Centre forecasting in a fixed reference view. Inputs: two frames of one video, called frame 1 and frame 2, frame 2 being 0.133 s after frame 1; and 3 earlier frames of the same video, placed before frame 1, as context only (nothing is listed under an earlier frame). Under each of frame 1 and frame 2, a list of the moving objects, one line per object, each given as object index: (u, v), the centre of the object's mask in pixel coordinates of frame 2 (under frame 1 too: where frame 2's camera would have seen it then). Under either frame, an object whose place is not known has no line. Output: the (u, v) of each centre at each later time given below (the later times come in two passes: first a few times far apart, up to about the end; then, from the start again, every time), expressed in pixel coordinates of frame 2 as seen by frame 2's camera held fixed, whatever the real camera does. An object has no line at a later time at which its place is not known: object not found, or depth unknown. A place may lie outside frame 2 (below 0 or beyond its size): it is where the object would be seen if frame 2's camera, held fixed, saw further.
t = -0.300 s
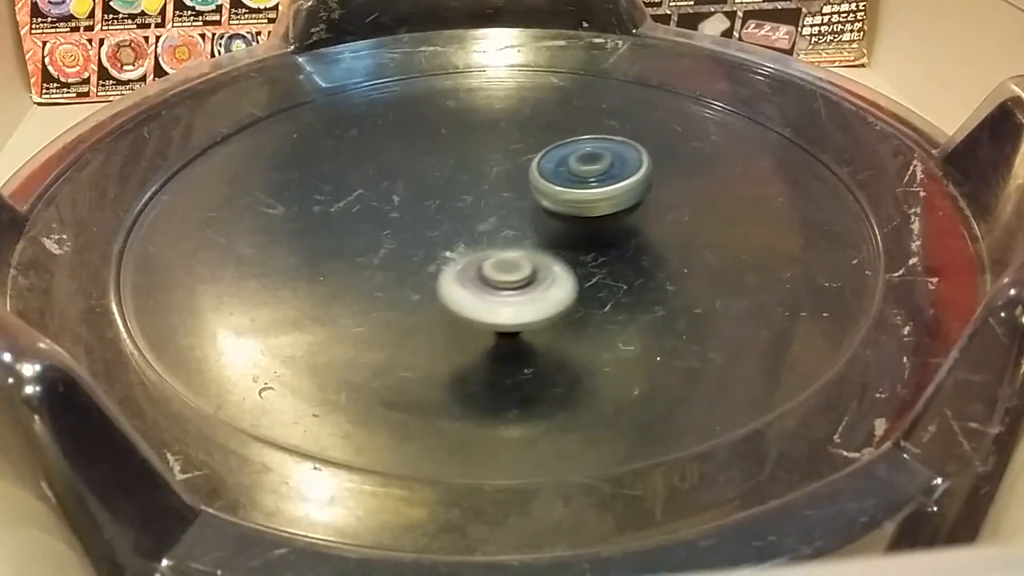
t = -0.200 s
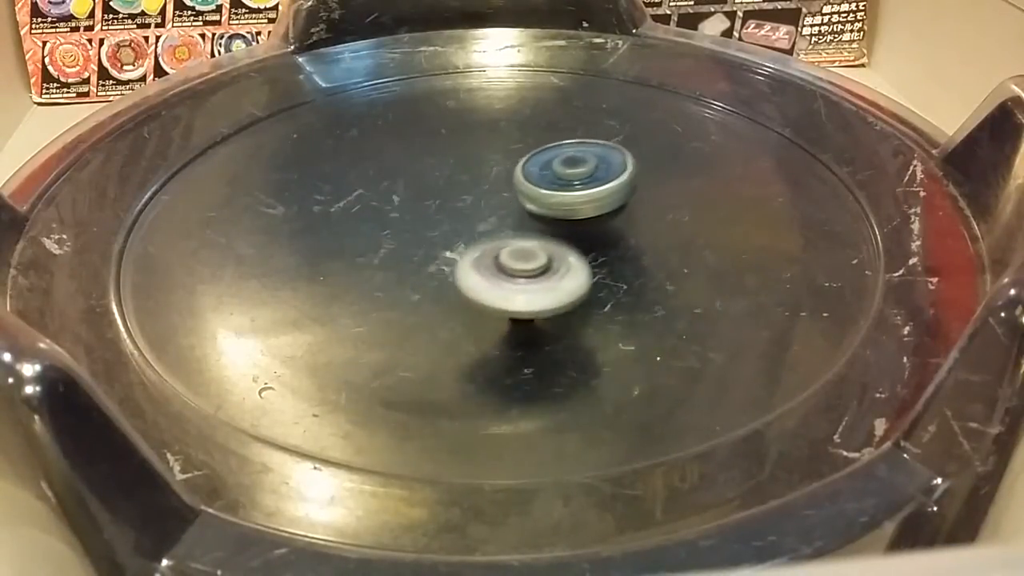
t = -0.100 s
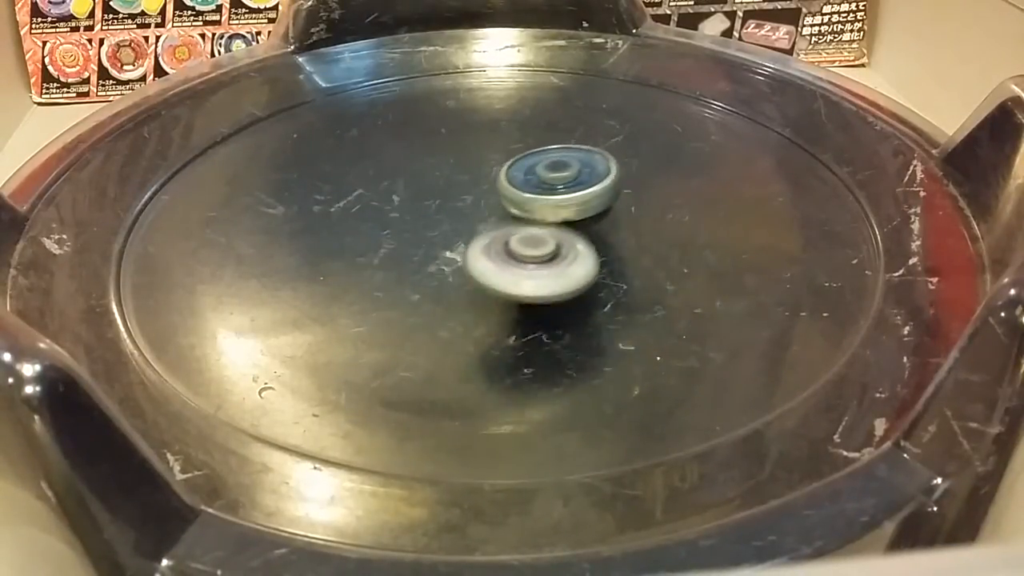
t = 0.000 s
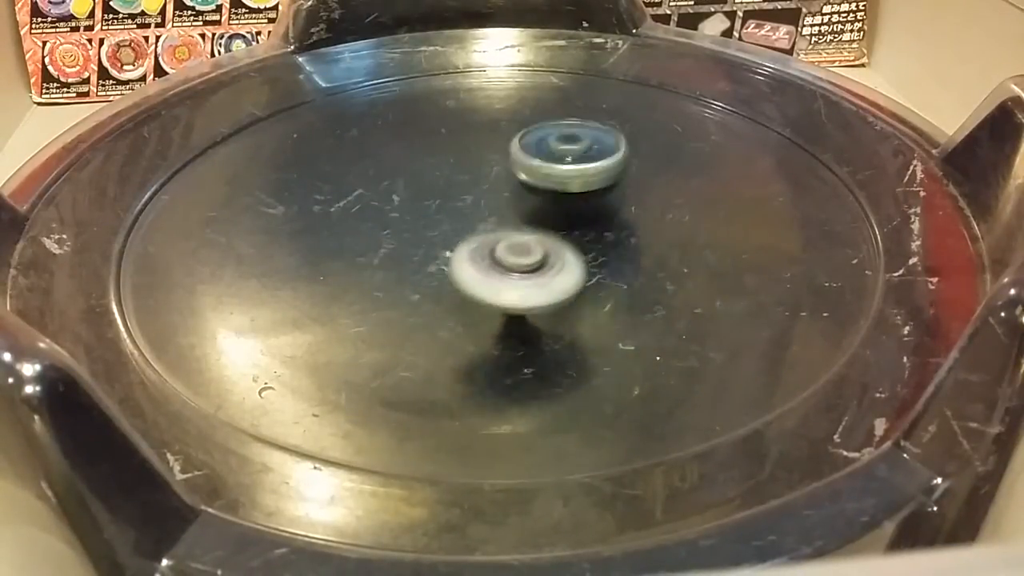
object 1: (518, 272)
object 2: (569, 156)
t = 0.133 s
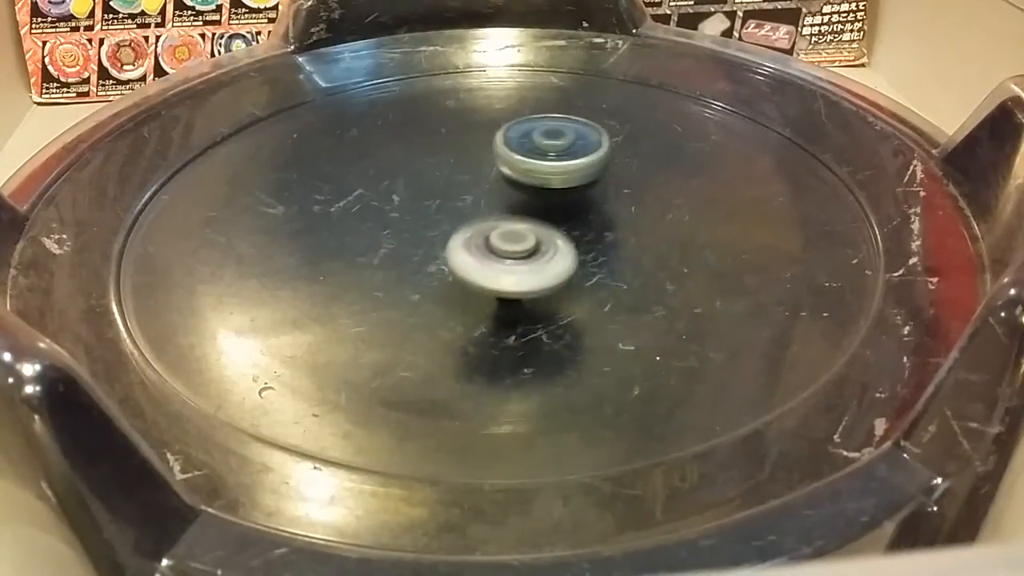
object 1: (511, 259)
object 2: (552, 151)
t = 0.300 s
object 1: (519, 234)
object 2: (520, 151)
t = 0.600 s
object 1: (525, 291)
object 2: (466, 92)
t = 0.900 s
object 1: (581, 256)
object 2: (380, 113)
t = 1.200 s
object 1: (582, 222)
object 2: (400, 152)
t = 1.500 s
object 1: (589, 204)
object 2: (399, 178)
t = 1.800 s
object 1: (576, 193)
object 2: (431, 228)
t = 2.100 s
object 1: (534, 185)
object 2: (503, 256)
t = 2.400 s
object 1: (478, 190)
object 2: (508, 259)
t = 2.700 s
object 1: (427, 175)
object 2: (522, 277)
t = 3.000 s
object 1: (400, 191)
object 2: (530, 264)
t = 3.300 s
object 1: (410, 210)
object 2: (518, 245)
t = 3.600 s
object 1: (420, 229)
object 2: (561, 260)
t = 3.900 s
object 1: (401, 216)
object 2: (704, 259)
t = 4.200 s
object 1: (455, 255)
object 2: (690, 239)
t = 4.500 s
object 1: (498, 271)
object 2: (659, 231)
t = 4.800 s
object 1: (475, 268)
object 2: (618, 220)
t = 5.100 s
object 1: (463, 262)
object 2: (563, 203)
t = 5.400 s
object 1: (460, 249)
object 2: (529, 181)
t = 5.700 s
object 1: (468, 237)
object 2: (536, 157)
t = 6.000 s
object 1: (488, 231)
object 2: (555, 146)
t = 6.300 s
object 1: (510, 232)
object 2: (567, 157)
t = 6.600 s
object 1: (511, 256)
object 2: (571, 172)
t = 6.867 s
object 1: (508, 265)
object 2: (557, 186)
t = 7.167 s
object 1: (487, 273)
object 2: (526, 182)
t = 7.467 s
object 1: (463, 257)
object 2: (483, 181)
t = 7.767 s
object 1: (458, 247)
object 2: (468, 164)
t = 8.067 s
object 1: (481, 240)
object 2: (473, 152)
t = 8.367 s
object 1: (516, 245)
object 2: (494, 142)
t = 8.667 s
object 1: (543, 239)
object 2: (503, 157)
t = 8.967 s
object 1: (572, 289)
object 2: (486, 137)
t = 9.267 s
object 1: (577, 282)
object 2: (462, 163)
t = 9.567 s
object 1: (549, 250)
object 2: (446, 179)
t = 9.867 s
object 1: (561, 228)
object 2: (404, 171)
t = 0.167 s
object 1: (515, 255)
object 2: (545, 151)
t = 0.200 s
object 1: (516, 250)
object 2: (539, 151)
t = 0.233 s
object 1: (518, 244)
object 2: (532, 150)
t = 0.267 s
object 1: (519, 239)
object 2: (526, 151)
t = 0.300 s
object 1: (519, 234)
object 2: (520, 151)
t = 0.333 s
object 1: (519, 230)
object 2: (514, 152)
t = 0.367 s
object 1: (518, 229)
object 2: (508, 149)
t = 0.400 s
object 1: (517, 227)
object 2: (502, 149)
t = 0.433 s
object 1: (516, 226)
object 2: (496, 148)
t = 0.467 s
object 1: (520, 244)
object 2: (489, 126)
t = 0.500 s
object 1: (525, 265)
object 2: (484, 107)
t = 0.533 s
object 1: (525, 277)
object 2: (480, 95)
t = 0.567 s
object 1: (525, 288)
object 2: (474, 92)
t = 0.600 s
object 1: (525, 291)
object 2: (466, 92)
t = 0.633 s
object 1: (528, 290)
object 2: (455, 92)
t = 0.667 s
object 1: (536, 289)
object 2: (443, 93)
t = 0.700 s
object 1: (545, 285)
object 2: (432, 94)
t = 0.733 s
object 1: (553, 281)
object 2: (420, 95)
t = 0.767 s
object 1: (561, 275)
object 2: (409, 96)
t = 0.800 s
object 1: (568, 270)
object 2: (400, 99)
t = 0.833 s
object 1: (573, 265)
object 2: (392, 102)
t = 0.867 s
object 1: (578, 261)
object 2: (385, 107)
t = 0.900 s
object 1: (581, 256)
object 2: (380, 113)
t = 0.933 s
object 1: (584, 253)
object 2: (379, 118)
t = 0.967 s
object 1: (586, 249)
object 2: (380, 122)
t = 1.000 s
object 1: (588, 243)
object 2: (381, 126)
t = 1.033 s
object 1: (589, 241)
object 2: (384, 131)
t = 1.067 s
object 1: (589, 238)
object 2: (386, 135)
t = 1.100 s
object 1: (588, 234)
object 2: (389, 139)
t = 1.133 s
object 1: (586, 230)
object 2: (393, 144)
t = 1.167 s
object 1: (584, 227)
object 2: (396, 148)
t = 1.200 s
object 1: (582, 222)
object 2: (400, 152)
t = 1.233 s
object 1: (579, 219)
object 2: (404, 157)
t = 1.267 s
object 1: (576, 217)
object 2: (409, 161)
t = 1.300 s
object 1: (572, 215)
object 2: (413, 165)
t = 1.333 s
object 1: (568, 213)
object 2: (417, 170)
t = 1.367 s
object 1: (565, 211)
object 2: (422, 174)
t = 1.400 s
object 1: (560, 209)
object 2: (426, 178)
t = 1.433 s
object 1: (557, 207)
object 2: (431, 182)
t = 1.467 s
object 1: (570, 205)
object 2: (414, 180)
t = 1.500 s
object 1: (589, 204)
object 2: (399, 178)
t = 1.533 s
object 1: (601, 205)
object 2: (394, 177)
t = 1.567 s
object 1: (604, 204)
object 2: (394, 179)
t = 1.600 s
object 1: (603, 203)
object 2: (400, 184)
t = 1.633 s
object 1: (599, 201)
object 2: (405, 191)
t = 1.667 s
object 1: (594, 199)
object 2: (408, 199)
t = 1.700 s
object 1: (590, 197)
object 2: (411, 207)
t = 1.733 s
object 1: (585, 196)
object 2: (416, 214)
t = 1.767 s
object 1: (581, 194)
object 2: (423, 221)
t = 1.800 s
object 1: (576, 193)
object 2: (431, 228)
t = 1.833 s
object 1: (572, 192)
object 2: (438, 235)
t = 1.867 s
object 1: (568, 192)
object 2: (447, 239)
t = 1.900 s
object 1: (563, 192)
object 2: (457, 243)
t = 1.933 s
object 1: (558, 191)
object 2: (469, 247)
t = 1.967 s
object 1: (555, 191)
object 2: (479, 250)
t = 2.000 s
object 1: (550, 190)
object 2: (490, 253)
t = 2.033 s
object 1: (545, 188)
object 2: (500, 253)
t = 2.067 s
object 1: (539, 187)
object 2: (504, 252)
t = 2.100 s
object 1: (534, 185)
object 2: (503, 256)
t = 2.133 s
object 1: (530, 183)
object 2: (503, 257)
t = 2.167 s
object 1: (524, 183)
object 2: (504, 258)
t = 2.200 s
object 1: (517, 183)
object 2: (505, 258)
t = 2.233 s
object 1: (511, 183)
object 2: (507, 259)
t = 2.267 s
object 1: (504, 184)
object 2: (508, 259)
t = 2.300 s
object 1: (497, 186)
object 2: (508, 259)
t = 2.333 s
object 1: (490, 187)
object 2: (508, 260)
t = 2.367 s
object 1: (484, 188)
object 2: (509, 259)
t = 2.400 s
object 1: (478, 190)
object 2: (508, 259)
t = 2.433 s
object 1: (472, 190)
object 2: (508, 259)
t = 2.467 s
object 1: (467, 192)
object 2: (508, 258)
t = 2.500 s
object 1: (462, 194)
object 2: (507, 257)
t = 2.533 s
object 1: (458, 196)
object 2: (506, 257)
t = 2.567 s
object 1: (453, 197)
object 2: (505, 256)
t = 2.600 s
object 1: (447, 193)
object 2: (510, 267)
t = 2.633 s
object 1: (439, 181)
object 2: (516, 275)
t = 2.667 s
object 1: (432, 176)
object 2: (520, 277)
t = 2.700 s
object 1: (427, 175)
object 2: (522, 277)
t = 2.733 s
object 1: (422, 175)
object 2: (525, 277)
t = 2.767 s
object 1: (417, 177)
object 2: (527, 276)
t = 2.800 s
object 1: (412, 177)
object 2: (529, 275)
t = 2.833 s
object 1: (409, 180)
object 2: (530, 274)
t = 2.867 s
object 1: (406, 182)
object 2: (531, 272)
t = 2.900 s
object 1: (404, 184)
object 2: (531, 271)
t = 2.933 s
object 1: (402, 186)
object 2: (532, 268)
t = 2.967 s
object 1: (401, 189)
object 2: (531, 266)
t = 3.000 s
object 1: (400, 191)
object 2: (530, 264)
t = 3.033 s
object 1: (400, 193)
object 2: (528, 262)
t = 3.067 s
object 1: (400, 195)
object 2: (527, 260)
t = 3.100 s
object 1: (401, 197)
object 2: (526, 257)
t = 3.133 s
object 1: (402, 199)
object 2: (524, 255)
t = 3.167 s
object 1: (403, 201)
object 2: (523, 253)
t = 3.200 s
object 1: (404, 202)
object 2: (522, 251)
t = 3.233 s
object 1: (407, 205)
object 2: (520, 249)
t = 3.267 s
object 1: (409, 207)
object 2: (519, 247)
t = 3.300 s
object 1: (410, 210)
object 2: (518, 245)
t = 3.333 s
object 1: (392, 201)
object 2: (553, 255)
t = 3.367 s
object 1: (385, 200)
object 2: (559, 264)
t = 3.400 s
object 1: (385, 202)
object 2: (558, 270)
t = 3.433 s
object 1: (388, 206)
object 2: (554, 271)
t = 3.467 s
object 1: (394, 212)
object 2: (551, 269)
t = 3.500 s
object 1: (400, 217)
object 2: (552, 267)
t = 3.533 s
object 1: (406, 220)
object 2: (555, 264)
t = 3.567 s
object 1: (412, 225)
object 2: (557, 262)
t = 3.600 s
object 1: (420, 229)
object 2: (561, 260)
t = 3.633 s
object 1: (428, 233)
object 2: (565, 257)
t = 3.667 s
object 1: (437, 237)
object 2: (568, 255)
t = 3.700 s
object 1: (440, 239)
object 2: (577, 251)
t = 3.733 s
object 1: (424, 231)
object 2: (619, 255)
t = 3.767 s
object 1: (408, 218)
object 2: (663, 265)
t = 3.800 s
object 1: (398, 216)
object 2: (686, 267)
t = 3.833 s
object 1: (394, 212)
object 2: (698, 266)
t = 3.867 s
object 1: (396, 213)
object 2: (702, 263)
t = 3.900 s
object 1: (401, 216)
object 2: (704, 259)
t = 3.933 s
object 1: (406, 220)
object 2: (705, 256)
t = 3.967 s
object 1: (412, 226)
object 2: (704, 253)
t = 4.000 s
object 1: (418, 231)
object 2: (703, 250)
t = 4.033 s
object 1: (423, 237)
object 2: (703, 248)
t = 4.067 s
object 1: (429, 241)
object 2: (702, 246)
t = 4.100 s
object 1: (434, 245)
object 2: (699, 244)
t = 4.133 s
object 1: (441, 248)
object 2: (697, 242)
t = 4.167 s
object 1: (448, 252)
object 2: (694, 241)
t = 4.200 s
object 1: (455, 255)
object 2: (690, 239)
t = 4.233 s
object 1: (462, 258)
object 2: (686, 238)
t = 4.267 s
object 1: (469, 261)
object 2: (683, 237)
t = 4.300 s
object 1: (476, 263)
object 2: (679, 236)
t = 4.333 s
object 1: (484, 266)
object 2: (674, 236)
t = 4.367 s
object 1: (490, 267)
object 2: (669, 235)
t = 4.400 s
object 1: (497, 269)
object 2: (663, 235)
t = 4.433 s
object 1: (504, 269)
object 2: (657, 235)
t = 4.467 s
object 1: (510, 270)
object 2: (650, 235)
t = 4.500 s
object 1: (498, 271)
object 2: (659, 231)
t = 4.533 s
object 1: (481, 271)
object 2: (668, 228)
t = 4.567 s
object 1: (473, 269)
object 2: (667, 227)
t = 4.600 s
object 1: (472, 268)
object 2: (661, 226)
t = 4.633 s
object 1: (473, 267)
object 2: (654, 224)
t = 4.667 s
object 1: (474, 267)
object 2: (647, 224)
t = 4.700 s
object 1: (475, 268)
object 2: (640, 222)
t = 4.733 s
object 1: (475, 268)
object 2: (633, 222)
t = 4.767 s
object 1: (475, 268)
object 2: (626, 221)
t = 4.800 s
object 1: (475, 268)
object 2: (618, 220)
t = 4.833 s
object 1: (475, 268)
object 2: (611, 219)
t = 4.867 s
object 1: (475, 268)
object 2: (603, 218)
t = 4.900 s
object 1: (474, 268)
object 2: (596, 216)
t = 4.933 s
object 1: (474, 267)
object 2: (589, 215)
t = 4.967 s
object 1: (474, 266)
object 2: (582, 214)
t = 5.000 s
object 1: (470, 267)
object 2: (578, 210)
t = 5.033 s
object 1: (465, 266)
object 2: (575, 208)
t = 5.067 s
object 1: (463, 264)
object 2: (569, 205)
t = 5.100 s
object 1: (463, 262)
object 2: (563, 203)
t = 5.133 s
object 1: (463, 260)
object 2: (557, 201)
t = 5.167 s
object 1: (462, 258)
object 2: (551, 199)
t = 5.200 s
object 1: (461, 256)
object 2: (549, 195)
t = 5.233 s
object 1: (458, 255)
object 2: (548, 193)
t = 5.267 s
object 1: (454, 257)
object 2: (549, 190)
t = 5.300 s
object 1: (454, 256)
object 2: (544, 188)
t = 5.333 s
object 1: (456, 254)
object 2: (540, 186)
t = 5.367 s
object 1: (458, 252)
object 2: (536, 184)
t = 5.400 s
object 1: (460, 249)
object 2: (529, 181)
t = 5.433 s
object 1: (458, 249)
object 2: (528, 176)
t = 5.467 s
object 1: (457, 248)
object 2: (529, 174)
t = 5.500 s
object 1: (458, 246)
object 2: (529, 173)
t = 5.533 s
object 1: (461, 242)
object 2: (528, 169)
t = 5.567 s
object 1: (464, 241)
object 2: (528, 169)
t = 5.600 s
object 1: (467, 238)
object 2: (528, 167)
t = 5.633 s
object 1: (470, 237)
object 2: (529, 164)
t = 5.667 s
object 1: (470, 236)
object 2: (532, 161)
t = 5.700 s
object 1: (468, 237)
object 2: (536, 157)
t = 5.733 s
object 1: (468, 236)
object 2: (538, 155)
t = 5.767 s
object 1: (471, 235)
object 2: (539, 153)
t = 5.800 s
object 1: (474, 232)
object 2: (540, 153)
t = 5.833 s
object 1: (478, 231)
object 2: (541, 152)
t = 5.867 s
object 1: (481, 229)
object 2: (542, 152)
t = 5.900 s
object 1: (485, 228)
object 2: (543, 152)
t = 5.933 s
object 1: (489, 226)
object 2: (544, 152)
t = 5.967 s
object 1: (490, 227)
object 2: (547, 150)
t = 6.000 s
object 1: (488, 231)
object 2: (555, 146)
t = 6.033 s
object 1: (487, 232)
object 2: (560, 145)
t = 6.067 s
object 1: (489, 233)
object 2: (561, 146)
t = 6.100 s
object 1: (492, 233)
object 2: (563, 146)
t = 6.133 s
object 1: (496, 233)
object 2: (563, 148)
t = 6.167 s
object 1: (499, 232)
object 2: (564, 150)
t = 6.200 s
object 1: (503, 232)
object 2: (565, 152)
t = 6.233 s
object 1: (506, 232)
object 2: (565, 154)
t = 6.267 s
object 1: (509, 232)
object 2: (566, 155)
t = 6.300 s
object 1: (510, 232)
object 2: (567, 157)
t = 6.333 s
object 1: (512, 233)
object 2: (569, 158)
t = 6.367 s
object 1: (511, 236)
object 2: (570, 160)
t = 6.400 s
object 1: (505, 243)
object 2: (575, 158)
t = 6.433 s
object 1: (503, 247)
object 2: (577, 158)
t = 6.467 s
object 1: (503, 249)
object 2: (577, 160)
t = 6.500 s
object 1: (505, 251)
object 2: (576, 163)
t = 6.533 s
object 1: (507, 253)
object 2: (575, 166)
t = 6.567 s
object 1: (509, 254)
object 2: (573, 169)
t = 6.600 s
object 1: (511, 256)
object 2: (571, 172)
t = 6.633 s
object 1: (512, 257)
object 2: (569, 174)
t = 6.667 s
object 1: (513, 258)
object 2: (566, 178)
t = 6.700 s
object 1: (514, 259)
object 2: (563, 181)
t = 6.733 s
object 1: (514, 261)
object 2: (561, 183)
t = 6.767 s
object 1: (510, 264)
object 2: (562, 181)
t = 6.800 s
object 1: (508, 265)
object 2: (563, 182)
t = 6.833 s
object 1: (507, 265)
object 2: (561, 184)
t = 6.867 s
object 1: (508, 265)
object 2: (557, 186)
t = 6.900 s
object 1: (509, 266)
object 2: (553, 188)
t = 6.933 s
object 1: (508, 266)
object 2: (549, 189)
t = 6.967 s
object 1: (506, 268)
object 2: (546, 189)
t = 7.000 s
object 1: (504, 268)
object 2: (541, 190)
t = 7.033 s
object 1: (501, 268)
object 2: (536, 191)
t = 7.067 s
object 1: (496, 272)
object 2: (535, 186)
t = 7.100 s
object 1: (491, 273)
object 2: (535, 183)
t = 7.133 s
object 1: (489, 273)
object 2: (531, 182)
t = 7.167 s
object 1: (487, 273)
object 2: (526, 182)
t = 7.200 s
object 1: (484, 272)
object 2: (521, 183)
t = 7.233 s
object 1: (480, 271)
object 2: (516, 182)
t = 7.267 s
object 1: (478, 270)
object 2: (511, 182)
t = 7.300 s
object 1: (475, 269)
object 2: (506, 182)
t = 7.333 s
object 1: (472, 267)
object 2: (501, 182)
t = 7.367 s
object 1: (469, 265)
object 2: (497, 182)
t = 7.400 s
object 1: (467, 263)
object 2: (492, 181)
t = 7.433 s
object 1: (465, 261)
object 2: (488, 181)
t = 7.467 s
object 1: (463, 257)
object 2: (483, 181)
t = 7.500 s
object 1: (461, 256)
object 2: (481, 179)
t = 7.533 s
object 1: (459, 255)
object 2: (478, 177)
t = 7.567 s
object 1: (458, 253)
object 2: (475, 177)
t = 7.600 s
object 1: (457, 252)
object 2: (474, 175)
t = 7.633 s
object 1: (457, 251)
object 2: (472, 173)
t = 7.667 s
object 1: (457, 249)
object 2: (470, 172)
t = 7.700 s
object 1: (457, 248)
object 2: (469, 169)
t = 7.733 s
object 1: (457, 248)
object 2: (469, 166)
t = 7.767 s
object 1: (458, 247)
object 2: (468, 164)
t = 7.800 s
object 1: (459, 245)
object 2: (468, 164)
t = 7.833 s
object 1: (461, 243)
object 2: (467, 163)
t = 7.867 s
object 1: (463, 241)
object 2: (467, 162)
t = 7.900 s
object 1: (464, 242)
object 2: (468, 159)
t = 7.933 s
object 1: (467, 245)
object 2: (470, 154)
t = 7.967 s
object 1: (470, 245)
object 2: (471, 153)
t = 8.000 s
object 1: (474, 243)
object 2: (472, 153)
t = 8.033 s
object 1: (477, 242)
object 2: (473, 152)
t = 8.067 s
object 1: (481, 240)
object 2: (473, 152)
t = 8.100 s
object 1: (484, 238)
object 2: (474, 152)
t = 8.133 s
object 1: (488, 237)
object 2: (476, 152)
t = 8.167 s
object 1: (492, 234)
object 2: (478, 151)
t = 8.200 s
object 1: (496, 232)
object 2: (479, 152)
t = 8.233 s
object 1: (499, 234)
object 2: (481, 151)
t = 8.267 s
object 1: (504, 241)
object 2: (485, 144)
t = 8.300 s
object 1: (508, 244)
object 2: (489, 140)
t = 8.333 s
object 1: (511, 245)
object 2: (492, 140)
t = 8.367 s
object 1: (516, 245)
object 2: (494, 142)
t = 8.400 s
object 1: (520, 243)
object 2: (495, 143)
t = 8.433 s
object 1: (525, 242)
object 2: (496, 145)
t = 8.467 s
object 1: (528, 240)
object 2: (498, 147)
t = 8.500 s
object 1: (532, 239)
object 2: (500, 149)
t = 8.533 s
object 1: (535, 237)
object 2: (501, 152)
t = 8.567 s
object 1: (537, 236)
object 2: (502, 154)
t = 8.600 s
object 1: (538, 235)
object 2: (504, 157)
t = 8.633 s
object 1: (540, 235)
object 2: (504, 159)
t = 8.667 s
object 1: (543, 239)
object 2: (503, 157)
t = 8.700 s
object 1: (546, 240)
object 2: (503, 158)
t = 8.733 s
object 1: (548, 240)
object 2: (503, 160)
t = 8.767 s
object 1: (549, 240)
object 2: (502, 164)
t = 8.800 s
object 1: (551, 240)
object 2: (501, 167)
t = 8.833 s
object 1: (552, 239)
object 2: (500, 170)
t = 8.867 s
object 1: (562, 247)
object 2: (493, 161)
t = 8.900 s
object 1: (573, 264)
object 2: (482, 147)
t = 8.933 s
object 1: (575, 276)
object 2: (482, 139)
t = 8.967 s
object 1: (572, 289)
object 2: (486, 137)
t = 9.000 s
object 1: (568, 294)
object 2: (485, 141)
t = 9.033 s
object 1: (566, 295)
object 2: (480, 145)
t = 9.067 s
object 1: (568, 294)
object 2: (476, 151)
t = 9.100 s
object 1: (570, 293)
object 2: (474, 154)
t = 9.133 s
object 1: (573, 291)
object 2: (472, 156)
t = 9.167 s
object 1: (575, 290)
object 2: (470, 157)
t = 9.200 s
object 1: (577, 288)
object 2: (467, 159)
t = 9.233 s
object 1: (578, 285)
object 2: (464, 161)
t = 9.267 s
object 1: (577, 282)
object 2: (462, 163)
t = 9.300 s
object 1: (576, 280)
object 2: (460, 165)
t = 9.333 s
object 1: (574, 276)
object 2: (457, 167)
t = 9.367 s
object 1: (571, 273)
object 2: (455, 169)
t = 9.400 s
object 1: (568, 270)
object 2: (453, 170)
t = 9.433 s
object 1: (564, 266)
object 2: (452, 172)
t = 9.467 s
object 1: (560, 261)
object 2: (450, 174)
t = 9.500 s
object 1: (556, 258)
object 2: (449, 175)
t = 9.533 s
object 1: (552, 254)
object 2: (447, 177)
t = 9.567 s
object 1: (549, 250)
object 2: (446, 179)
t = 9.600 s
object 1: (544, 246)
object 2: (444, 180)
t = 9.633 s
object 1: (541, 242)
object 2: (444, 181)
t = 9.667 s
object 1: (542, 240)
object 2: (437, 180)
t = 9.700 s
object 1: (556, 242)
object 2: (421, 171)
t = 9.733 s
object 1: (562, 242)
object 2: (413, 168)
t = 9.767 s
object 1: (563, 239)
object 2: (409, 168)
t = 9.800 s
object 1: (563, 235)
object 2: (407, 169)
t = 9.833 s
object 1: (562, 232)
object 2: (405, 170)
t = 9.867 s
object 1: (561, 228)
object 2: (404, 171)
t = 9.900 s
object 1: (560, 224)
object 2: (403, 172)
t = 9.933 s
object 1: (559, 221)
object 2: (402, 173)
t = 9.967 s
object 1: (558, 217)
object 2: (401, 174)
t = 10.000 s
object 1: (556, 214)
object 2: (400, 175)
